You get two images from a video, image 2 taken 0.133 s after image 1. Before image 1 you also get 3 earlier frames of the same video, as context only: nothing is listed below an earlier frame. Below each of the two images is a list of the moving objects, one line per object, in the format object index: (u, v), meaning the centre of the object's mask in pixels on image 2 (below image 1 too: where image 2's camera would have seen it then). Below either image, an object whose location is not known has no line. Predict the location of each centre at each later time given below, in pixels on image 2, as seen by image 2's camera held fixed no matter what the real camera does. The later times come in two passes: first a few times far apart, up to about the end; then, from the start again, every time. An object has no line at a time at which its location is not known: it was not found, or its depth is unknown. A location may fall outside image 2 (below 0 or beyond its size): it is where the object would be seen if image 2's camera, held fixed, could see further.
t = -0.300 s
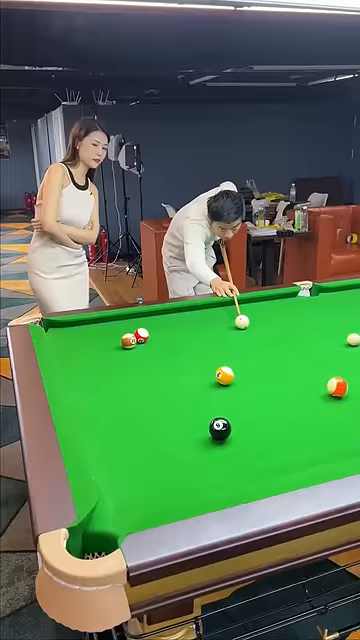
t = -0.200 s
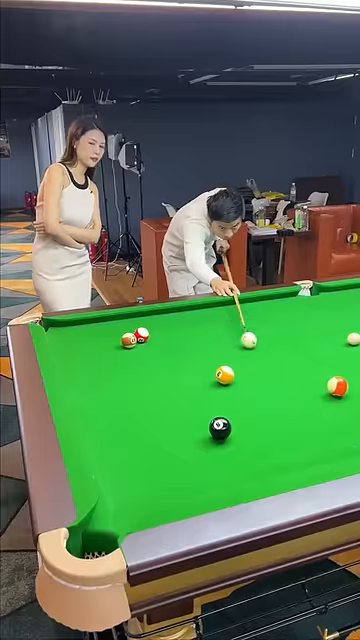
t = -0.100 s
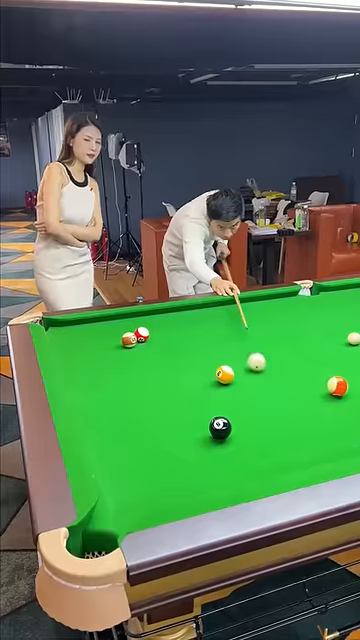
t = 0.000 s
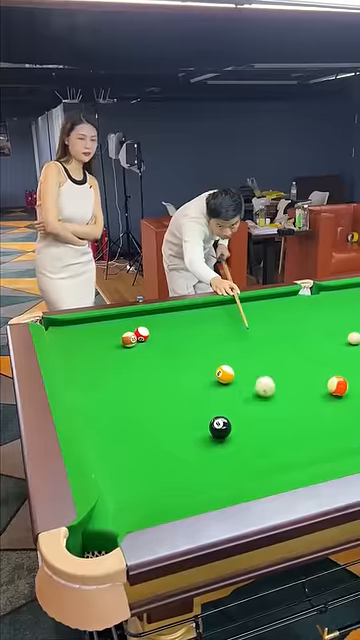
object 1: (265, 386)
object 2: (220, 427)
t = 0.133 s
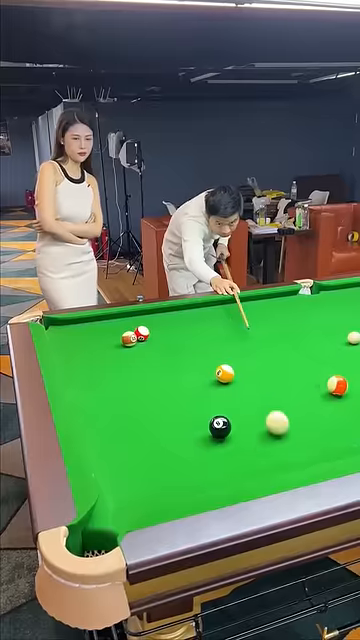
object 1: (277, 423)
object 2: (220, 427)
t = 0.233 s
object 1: (287, 453)
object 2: (220, 427)
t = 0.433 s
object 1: (239, 438)
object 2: (219, 427)
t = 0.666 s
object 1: (221, 432)
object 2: (184, 407)
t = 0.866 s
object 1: (208, 427)
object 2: (160, 393)
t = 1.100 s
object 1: (194, 422)
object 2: (136, 380)
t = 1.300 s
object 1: (184, 419)
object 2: (118, 370)
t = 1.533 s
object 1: (174, 415)
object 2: (99, 360)
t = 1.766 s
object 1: (165, 411)
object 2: (83, 351)
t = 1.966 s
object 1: (159, 409)
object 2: (70, 344)
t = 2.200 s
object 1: (152, 407)
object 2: (57, 337)
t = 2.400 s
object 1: (148, 405)
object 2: (55, 331)
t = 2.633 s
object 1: (144, 403)
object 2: (57, 325)
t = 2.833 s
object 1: (142, 403)
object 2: (57, 324)
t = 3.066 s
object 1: (141, 402)
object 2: (54, 327)
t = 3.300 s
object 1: (141, 403)
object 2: (53, 330)
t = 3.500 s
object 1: (141, 403)
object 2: (55, 331)
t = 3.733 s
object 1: (142, 403)
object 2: (57, 333)
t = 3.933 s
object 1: (142, 403)
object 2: (59, 334)
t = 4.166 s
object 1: (142, 403)
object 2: (60, 335)
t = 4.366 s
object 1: (141, 403)
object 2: (61, 335)
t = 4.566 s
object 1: (141, 403)
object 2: (62, 336)
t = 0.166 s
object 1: (280, 433)
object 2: (220, 427)
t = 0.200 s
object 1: (284, 443)
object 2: (220, 427)
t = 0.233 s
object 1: (287, 453)
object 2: (220, 427)
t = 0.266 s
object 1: (290, 462)
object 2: (220, 427)
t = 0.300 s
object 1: (283, 461)
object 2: (220, 427)
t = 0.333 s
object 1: (270, 456)
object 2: (220, 427)
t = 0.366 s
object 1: (259, 449)
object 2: (220, 427)
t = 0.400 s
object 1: (249, 444)
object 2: (219, 427)
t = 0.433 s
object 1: (239, 438)
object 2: (219, 427)
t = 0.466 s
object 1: (235, 436)
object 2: (215, 424)
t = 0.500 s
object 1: (233, 436)
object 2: (208, 420)
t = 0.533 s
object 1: (231, 435)
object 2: (202, 417)
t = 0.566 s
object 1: (229, 435)
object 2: (197, 414)
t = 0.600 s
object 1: (226, 434)
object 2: (192, 411)
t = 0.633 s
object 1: (224, 433)
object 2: (188, 409)
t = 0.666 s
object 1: (221, 432)
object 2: (184, 407)
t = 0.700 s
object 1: (219, 431)
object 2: (179, 404)
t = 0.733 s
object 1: (217, 430)
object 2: (175, 402)
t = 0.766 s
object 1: (214, 430)
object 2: (171, 400)
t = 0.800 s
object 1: (212, 429)
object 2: (167, 398)
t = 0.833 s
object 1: (210, 428)
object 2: (163, 396)
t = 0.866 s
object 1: (208, 427)
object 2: (160, 393)
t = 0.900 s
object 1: (206, 427)
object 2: (156, 391)
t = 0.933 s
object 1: (203, 426)
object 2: (153, 390)
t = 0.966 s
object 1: (202, 425)
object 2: (149, 387)
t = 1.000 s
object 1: (200, 424)
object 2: (146, 385)
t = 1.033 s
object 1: (198, 424)
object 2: (142, 384)
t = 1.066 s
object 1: (196, 423)
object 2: (139, 382)
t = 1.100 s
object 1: (194, 422)
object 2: (136, 380)
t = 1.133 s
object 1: (192, 422)
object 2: (133, 378)
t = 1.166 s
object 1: (190, 421)
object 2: (129, 377)
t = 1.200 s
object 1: (188, 420)
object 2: (126, 375)
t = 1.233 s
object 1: (187, 420)
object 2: (123, 373)
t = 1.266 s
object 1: (185, 419)
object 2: (121, 371)
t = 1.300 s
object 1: (184, 419)
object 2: (118, 370)
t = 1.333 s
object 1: (182, 418)
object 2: (115, 368)
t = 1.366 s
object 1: (181, 417)
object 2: (112, 367)
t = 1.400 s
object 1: (179, 417)
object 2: (109, 365)
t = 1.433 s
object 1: (178, 416)
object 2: (107, 364)
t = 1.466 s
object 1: (176, 416)
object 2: (104, 362)
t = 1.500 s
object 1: (175, 415)
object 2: (102, 361)
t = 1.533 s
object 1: (174, 415)
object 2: (99, 360)
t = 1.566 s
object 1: (172, 414)
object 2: (97, 358)
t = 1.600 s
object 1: (171, 414)
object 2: (94, 357)
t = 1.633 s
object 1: (170, 413)
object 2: (92, 356)
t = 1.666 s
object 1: (168, 412)
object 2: (90, 354)
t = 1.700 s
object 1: (167, 412)
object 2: (87, 353)
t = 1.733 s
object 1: (166, 412)
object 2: (85, 352)
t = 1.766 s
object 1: (165, 411)
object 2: (83, 351)
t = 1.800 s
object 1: (164, 411)
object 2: (80, 350)
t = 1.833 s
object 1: (163, 410)
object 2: (78, 349)
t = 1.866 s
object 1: (162, 410)
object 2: (76, 348)
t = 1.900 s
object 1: (161, 409)
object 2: (74, 346)
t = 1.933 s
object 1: (160, 409)
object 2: (72, 345)
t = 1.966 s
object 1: (159, 409)
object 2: (70, 344)
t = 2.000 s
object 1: (157, 408)
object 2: (68, 343)
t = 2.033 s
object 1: (157, 408)
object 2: (66, 342)
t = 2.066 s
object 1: (156, 408)
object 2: (64, 341)
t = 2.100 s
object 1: (155, 408)
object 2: (62, 340)
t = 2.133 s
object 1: (154, 407)
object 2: (61, 339)
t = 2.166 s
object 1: (153, 407)
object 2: (59, 338)
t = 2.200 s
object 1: (152, 407)
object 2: (57, 337)
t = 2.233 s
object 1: (151, 406)
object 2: (55, 336)
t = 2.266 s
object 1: (151, 406)
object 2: (54, 335)
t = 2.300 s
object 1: (150, 406)
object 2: (54, 334)
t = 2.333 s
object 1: (149, 406)
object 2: (54, 333)
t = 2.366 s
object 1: (148, 405)
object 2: (55, 332)
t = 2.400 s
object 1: (148, 405)
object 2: (55, 331)
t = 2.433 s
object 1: (147, 405)
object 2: (55, 330)
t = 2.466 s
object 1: (147, 405)
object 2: (55, 330)
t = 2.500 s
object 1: (146, 405)
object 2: (56, 329)
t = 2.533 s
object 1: (146, 404)
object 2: (56, 328)
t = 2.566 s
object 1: (145, 404)
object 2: (56, 327)
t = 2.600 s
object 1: (145, 404)
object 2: (57, 326)
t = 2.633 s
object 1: (144, 403)
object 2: (57, 325)
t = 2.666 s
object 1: (144, 403)
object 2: (57, 324)
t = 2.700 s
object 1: (143, 403)
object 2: (58, 323)
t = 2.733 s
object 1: (143, 403)
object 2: (58, 323)
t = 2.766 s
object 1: (143, 403)
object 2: (57, 323)
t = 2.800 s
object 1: (142, 403)
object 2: (57, 323)
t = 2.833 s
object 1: (142, 403)
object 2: (57, 324)
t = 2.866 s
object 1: (142, 402)
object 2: (56, 324)
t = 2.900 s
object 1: (142, 402)
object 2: (56, 325)
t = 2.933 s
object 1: (141, 402)
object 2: (55, 326)
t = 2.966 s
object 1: (141, 402)
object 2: (55, 326)
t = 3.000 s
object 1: (141, 402)
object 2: (54, 327)
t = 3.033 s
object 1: (141, 402)
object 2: (54, 327)
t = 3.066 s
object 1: (141, 402)
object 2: (54, 327)
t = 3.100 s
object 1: (141, 403)
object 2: (53, 328)
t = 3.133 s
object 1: (141, 402)
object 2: (53, 328)
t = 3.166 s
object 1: (141, 402)
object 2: (53, 328)
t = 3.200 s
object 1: (141, 402)
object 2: (53, 329)
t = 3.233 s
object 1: (141, 402)
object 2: (52, 329)
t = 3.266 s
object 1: (141, 403)
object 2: (52, 330)
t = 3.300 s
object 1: (141, 403)
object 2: (53, 330)
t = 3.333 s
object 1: (141, 403)
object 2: (53, 330)
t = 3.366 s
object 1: (141, 403)
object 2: (53, 330)
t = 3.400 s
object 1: (141, 403)
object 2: (54, 331)
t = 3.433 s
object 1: (141, 403)
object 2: (54, 331)
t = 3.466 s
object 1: (141, 403)
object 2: (54, 331)
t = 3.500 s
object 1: (141, 403)
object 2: (55, 331)
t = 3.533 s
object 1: (142, 403)
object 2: (55, 332)
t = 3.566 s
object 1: (142, 403)
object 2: (55, 332)
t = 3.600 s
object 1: (142, 403)
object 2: (55, 332)
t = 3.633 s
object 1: (142, 403)
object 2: (56, 332)
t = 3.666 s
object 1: (142, 403)
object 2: (56, 333)
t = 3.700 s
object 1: (142, 403)
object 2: (56, 333)
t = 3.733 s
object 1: (142, 403)
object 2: (57, 333)
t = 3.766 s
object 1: (142, 403)
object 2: (57, 333)
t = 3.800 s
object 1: (142, 403)
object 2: (58, 334)
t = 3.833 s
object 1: (142, 403)
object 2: (58, 334)
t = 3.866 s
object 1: (142, 403)
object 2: (58, 334)
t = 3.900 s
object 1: (142, 403)
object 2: (59, 334)
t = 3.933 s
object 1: (142, 403)
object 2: (59, 334)
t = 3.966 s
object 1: (142, 403)
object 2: (59, 334)
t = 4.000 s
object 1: (142, 403)
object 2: (59, 334)
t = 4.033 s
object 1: (142, 403)
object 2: (59, 335)
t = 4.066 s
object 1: (142, 403)
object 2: (59, 335)
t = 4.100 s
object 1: (142, 403)
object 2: (60, 335)
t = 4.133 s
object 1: (142, 403)
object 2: (60, 335)
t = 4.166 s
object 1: (142, 403)
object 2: (60, 335)
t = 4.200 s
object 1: (142, 403)
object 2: (60, 335)
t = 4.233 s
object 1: (142, 403)
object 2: (61, 335)
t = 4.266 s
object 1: (142, 403)
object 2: (61, 335)
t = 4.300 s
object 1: (142, 403)
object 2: (61, 335)
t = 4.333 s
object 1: (142, 403)
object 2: (61, 335)
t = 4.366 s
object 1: (141, 403)
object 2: (61, 335)
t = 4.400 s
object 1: (142, 403)
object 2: (61, 336)
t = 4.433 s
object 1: (142, 403)
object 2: (62, 336)
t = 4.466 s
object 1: (142, 403)
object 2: (62, 336)
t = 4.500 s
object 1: (142, 403)
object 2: (61, 336)
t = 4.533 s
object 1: (142, 403)
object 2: (61, 336)
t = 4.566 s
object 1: (141, 403)
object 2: (62, 336)
